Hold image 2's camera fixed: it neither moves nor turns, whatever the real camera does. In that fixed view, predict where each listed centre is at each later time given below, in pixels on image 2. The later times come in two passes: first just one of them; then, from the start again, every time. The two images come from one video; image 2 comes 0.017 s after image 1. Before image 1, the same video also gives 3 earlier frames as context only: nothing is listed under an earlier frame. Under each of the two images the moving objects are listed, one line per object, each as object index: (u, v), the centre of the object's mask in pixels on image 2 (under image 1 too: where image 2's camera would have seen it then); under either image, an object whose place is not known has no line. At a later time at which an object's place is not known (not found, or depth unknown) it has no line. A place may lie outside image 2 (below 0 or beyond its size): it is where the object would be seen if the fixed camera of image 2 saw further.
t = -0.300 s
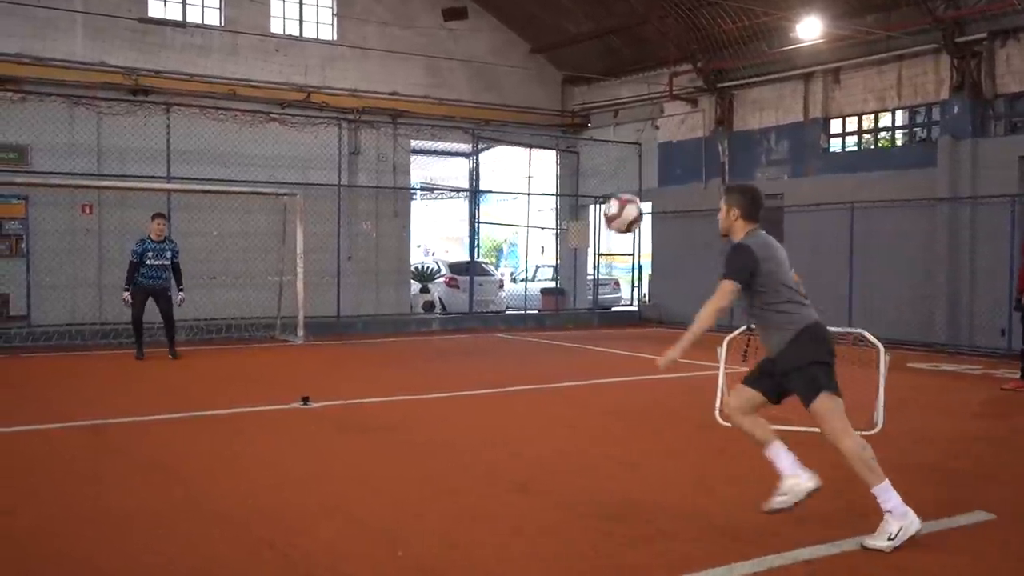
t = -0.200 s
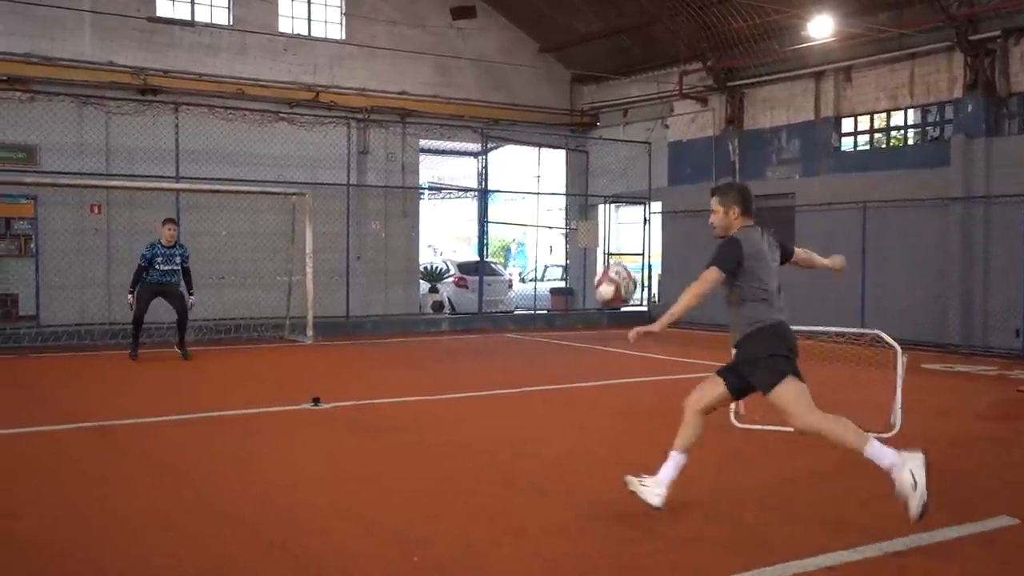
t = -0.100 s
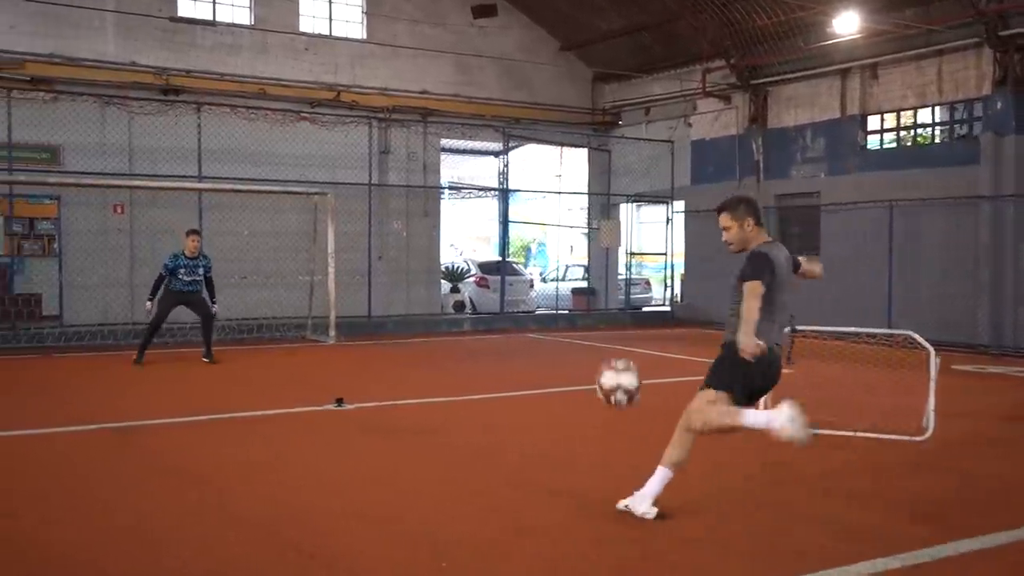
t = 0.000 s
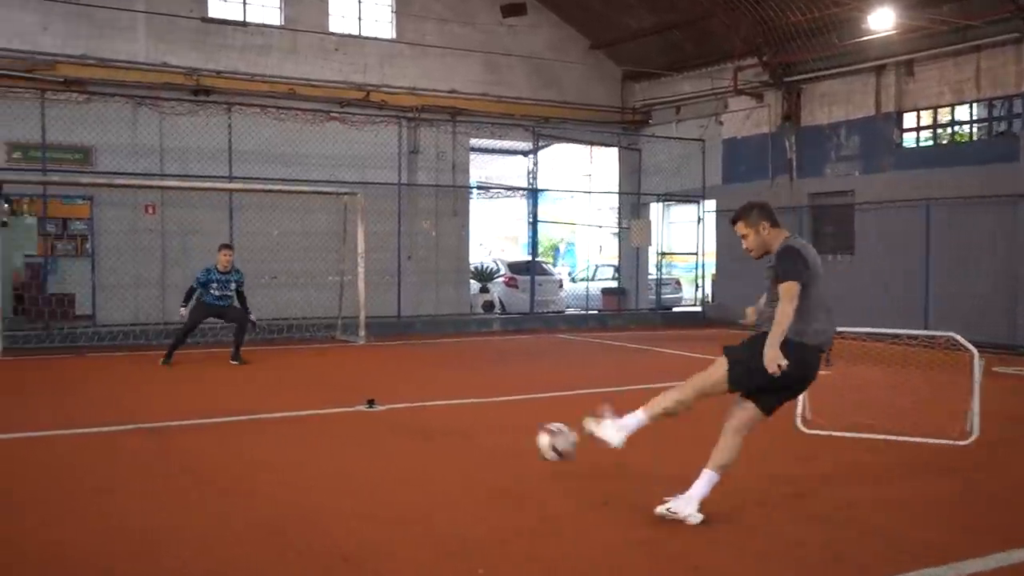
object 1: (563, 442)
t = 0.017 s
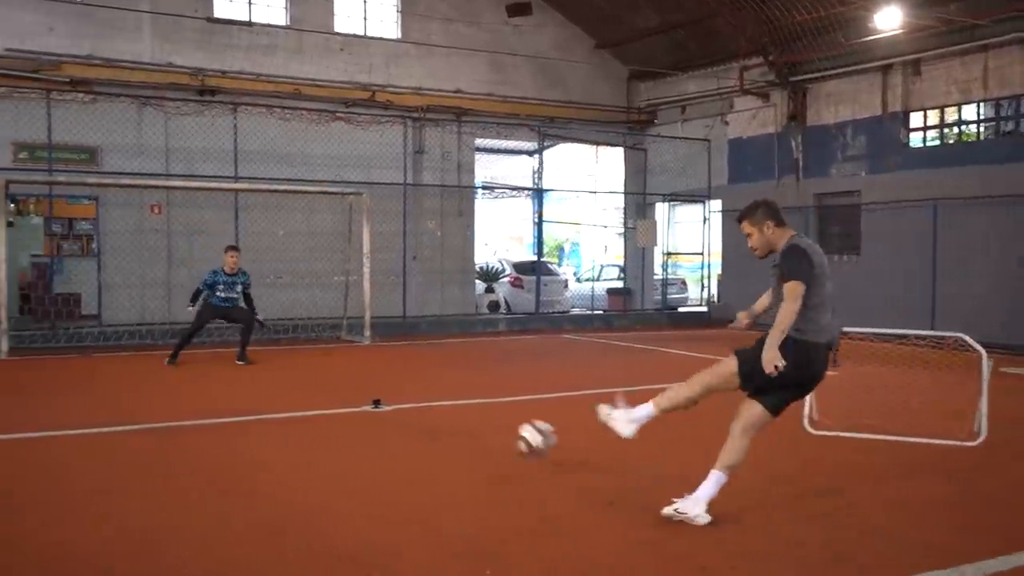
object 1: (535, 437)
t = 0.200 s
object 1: (406, 345)
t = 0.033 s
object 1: (513, 435)
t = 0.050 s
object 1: (495, 428)
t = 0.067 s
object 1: (481, 412)
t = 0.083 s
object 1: (468, 398)
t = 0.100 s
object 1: (458, 387)
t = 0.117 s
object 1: (446, 378)
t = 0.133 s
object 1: (438, 370)
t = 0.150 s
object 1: (429, 362)
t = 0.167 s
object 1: (420, 355)
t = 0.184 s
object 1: (413, 350)
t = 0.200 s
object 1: (406, 345)
